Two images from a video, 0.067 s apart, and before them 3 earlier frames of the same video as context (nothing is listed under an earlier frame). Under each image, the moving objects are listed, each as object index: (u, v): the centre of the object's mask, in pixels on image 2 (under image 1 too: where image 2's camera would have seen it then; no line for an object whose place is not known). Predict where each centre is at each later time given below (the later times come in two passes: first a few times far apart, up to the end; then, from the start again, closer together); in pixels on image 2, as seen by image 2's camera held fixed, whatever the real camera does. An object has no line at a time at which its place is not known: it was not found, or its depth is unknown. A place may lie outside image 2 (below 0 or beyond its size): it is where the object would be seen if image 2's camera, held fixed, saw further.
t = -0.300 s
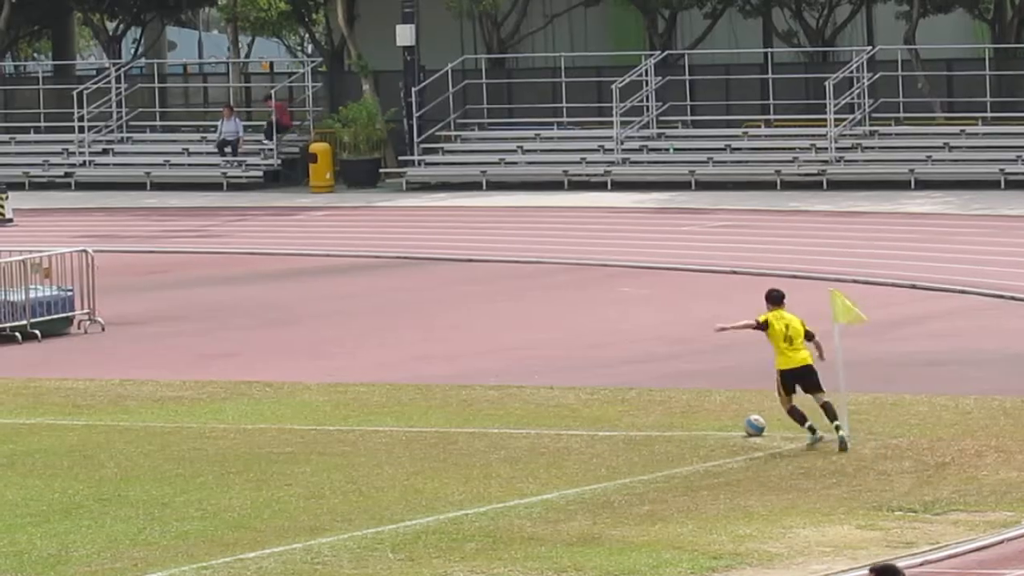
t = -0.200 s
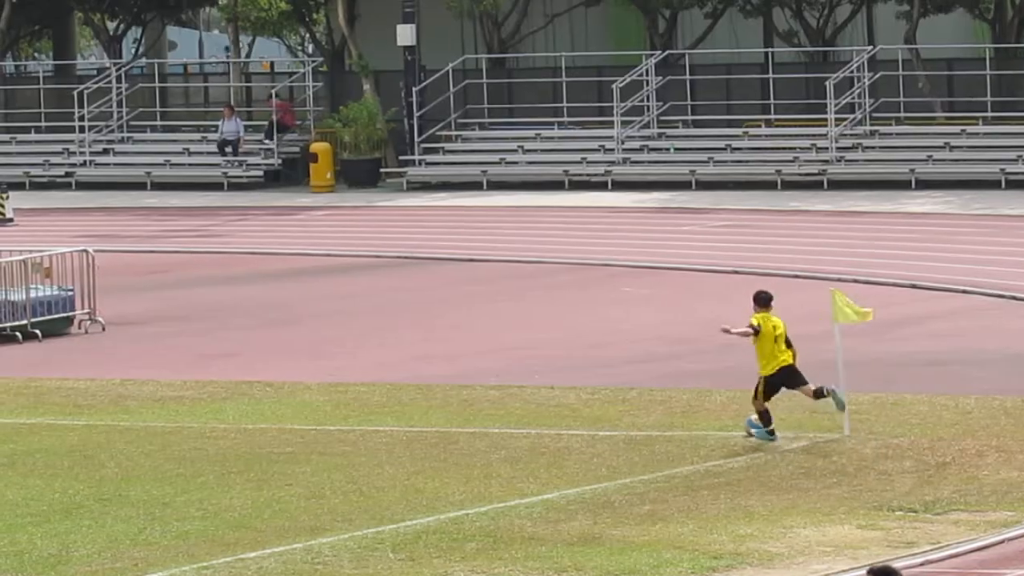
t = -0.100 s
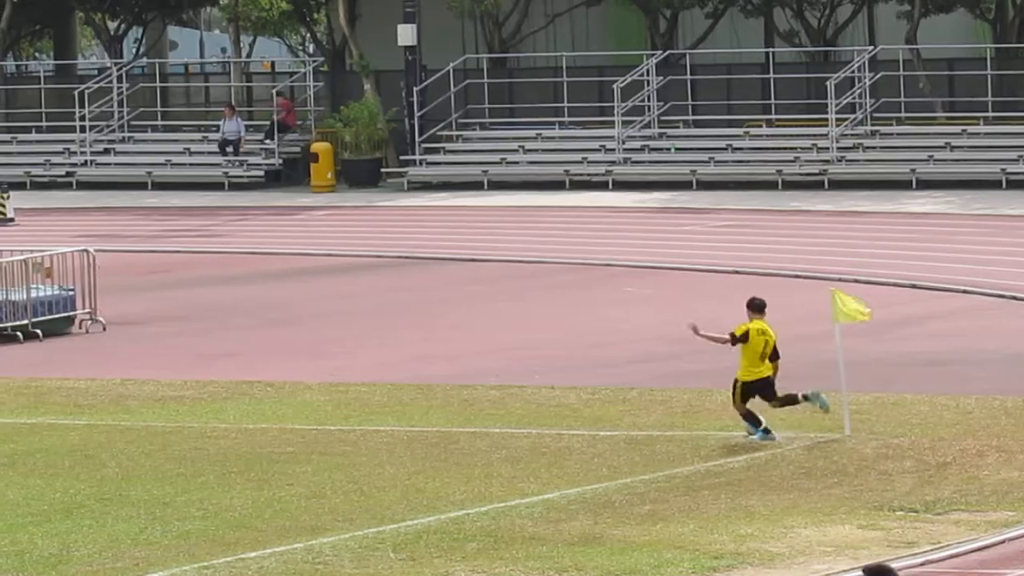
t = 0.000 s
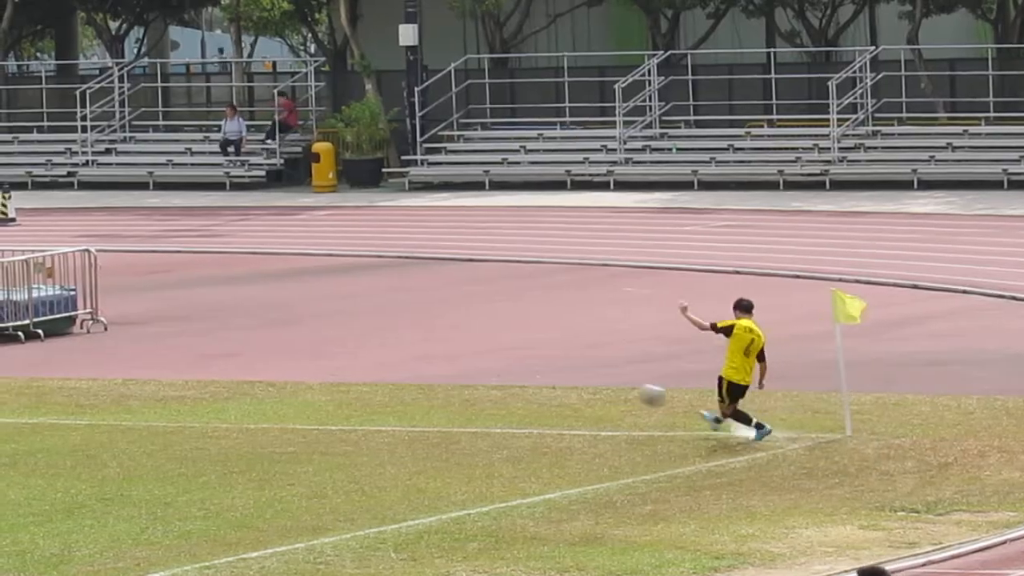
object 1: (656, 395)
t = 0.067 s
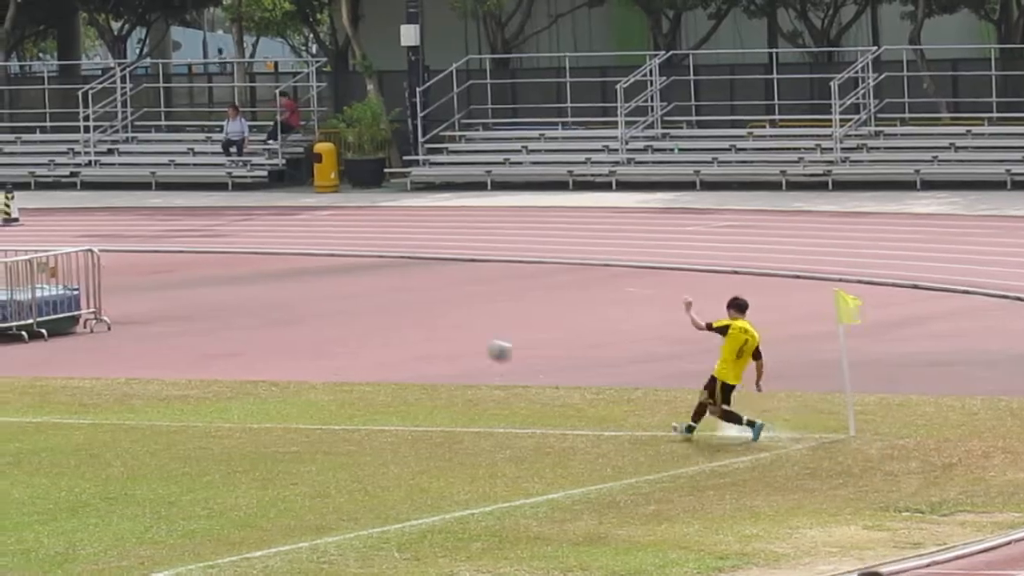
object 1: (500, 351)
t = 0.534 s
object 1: (-437, 114)
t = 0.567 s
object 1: (-506, 100)
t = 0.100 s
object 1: (426, 330)
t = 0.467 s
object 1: (-300, 138)
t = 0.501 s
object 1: (-369, 128)
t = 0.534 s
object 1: (-437, 114)
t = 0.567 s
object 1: (-506, 100)
